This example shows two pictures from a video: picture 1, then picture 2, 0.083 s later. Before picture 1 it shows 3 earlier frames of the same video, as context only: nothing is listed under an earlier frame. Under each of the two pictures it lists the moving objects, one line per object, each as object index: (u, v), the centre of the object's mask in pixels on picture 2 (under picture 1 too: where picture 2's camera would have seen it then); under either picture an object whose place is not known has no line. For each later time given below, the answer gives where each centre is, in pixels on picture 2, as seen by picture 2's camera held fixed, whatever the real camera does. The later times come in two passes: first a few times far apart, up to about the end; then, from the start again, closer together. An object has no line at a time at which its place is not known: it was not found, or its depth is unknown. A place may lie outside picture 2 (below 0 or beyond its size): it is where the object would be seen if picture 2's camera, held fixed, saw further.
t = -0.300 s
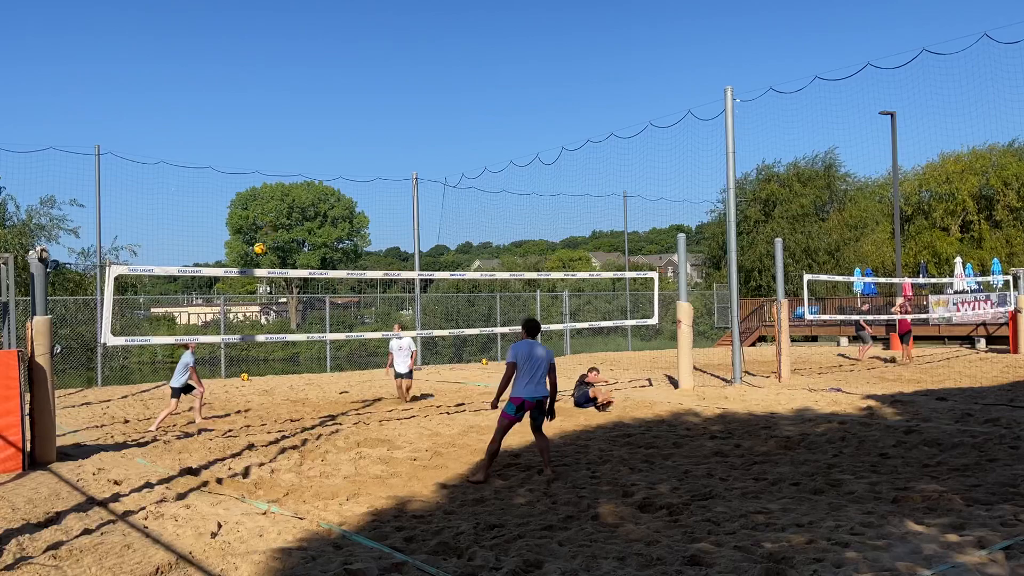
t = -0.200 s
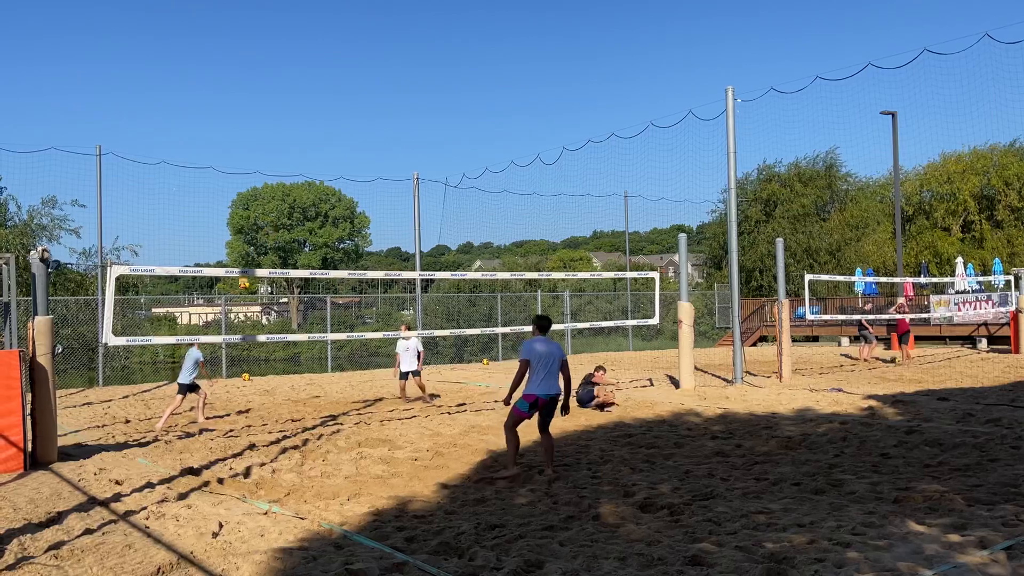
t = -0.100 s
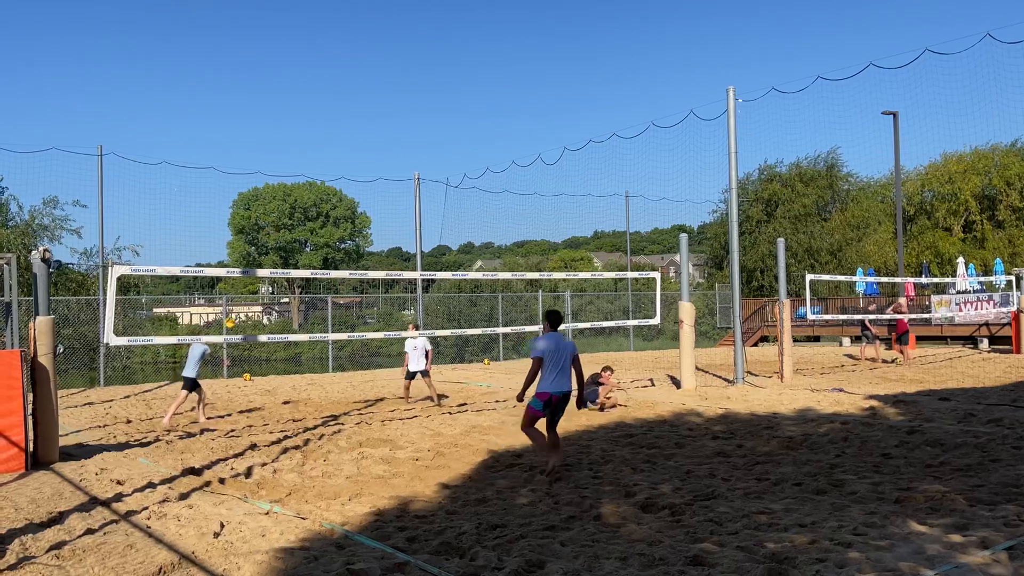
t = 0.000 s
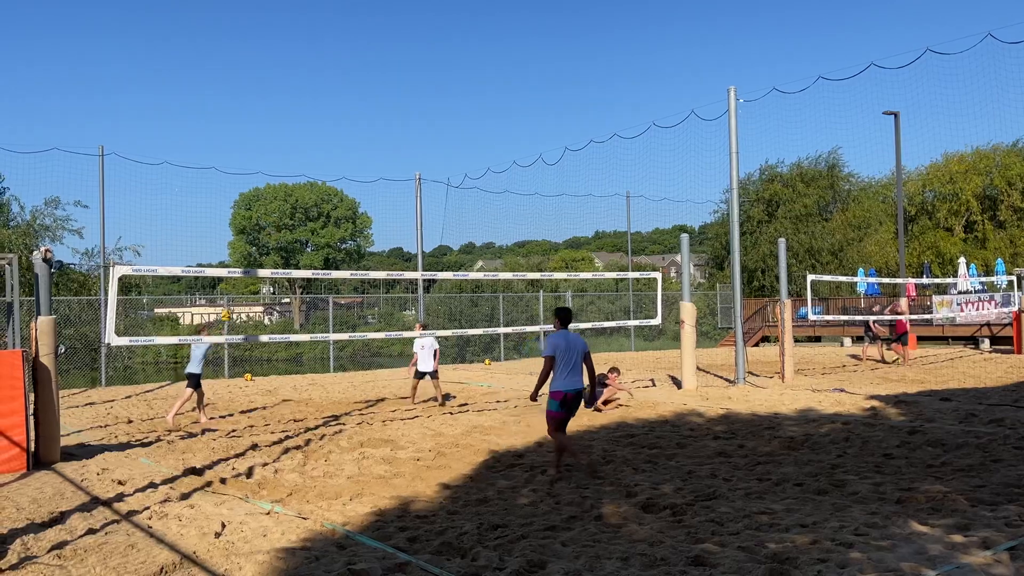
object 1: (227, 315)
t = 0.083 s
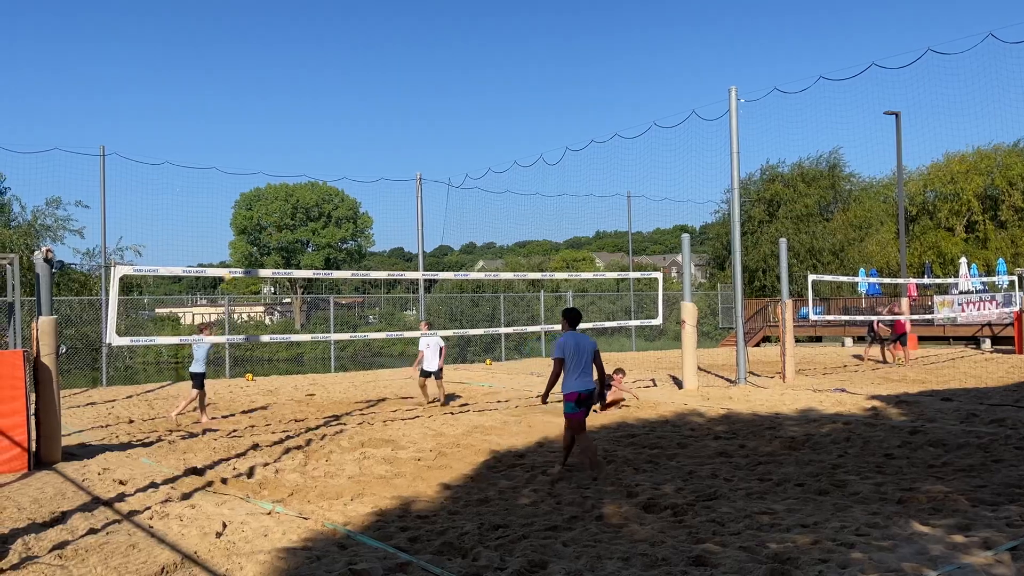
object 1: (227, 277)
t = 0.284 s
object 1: (239, 200)
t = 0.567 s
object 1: (254, 133)
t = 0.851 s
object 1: (269, 110)
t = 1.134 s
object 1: (285, 129)
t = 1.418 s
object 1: (301, 188)
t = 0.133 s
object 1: (232, 255)
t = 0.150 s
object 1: (233, 248)
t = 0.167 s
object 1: (234, 242)
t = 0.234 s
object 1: (237, 217)
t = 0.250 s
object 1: (237, 211)
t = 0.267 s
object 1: (238, 206)
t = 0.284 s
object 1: (239, 200)
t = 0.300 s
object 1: (240, 195)
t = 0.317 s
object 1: (241, 190)
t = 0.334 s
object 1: (242, 185)
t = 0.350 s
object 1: (243, 180)
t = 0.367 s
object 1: (243, 176)
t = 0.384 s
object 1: (244, 172)
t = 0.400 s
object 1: (245, 167)
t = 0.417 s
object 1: (246, 163)
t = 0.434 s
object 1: (247, 159)
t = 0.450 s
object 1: (248, 156)
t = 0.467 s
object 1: (249, 152)
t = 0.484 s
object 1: (250, 148)
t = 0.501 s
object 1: (251, 145)
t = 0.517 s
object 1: (251, 142)
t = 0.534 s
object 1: (252, 139)
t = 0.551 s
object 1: (253, 136)
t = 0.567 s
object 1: (254, 133)
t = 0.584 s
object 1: (255, 131)
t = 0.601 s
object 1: (256, 128)
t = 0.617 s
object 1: (257, 126)
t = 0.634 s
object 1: (257, 124)
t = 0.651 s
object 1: (258, 122)
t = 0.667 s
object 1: (259, 120)
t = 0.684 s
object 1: (260, 118)
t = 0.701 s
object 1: (261, 117)
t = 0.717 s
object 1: (262, 116)
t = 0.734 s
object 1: (263, 114)
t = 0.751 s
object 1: (264, 113)
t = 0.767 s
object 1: (265, 112)
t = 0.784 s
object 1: (266, 112)
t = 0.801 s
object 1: (267, 111)
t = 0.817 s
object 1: (267, 111)
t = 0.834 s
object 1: (268, 110)
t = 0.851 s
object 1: (269, 110)
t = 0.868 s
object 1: (270, 110)
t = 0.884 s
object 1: (271, 110)
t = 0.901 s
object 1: (272, 110)
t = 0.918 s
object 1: (273, 111)
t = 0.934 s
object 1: (274, 111)
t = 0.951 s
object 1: (275, 112)
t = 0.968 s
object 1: (276, 113)
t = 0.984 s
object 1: (277, 114)
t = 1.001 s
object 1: (278, 115)
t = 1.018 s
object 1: (278, 116)
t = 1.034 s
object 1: (279, 118)
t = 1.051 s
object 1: (280, 119)
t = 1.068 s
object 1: (281, 121)
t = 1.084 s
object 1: (282, 123)
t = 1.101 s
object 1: (283, 125)
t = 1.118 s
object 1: (284, 127)
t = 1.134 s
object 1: (285, 129)
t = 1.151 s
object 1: (286, 132)
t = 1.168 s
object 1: (287, 134)
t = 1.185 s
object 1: (288, 137)
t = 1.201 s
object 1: (289, 140)
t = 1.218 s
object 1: (290, 143)
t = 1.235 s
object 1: (291, 146)
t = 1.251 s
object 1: (292, 149)
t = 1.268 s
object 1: (293, 153)
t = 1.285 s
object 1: (294, 156)
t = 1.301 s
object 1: (294, 160)
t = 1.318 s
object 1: (296, 164)
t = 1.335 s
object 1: (296, 168)
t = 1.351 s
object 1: (298, 172)
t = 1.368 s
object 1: (298, 176)
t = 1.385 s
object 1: (299, 180)
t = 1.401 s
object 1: (300, 184)
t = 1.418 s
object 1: (301, 188)
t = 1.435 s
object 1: (302, 193)
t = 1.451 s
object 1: (303, 198)
